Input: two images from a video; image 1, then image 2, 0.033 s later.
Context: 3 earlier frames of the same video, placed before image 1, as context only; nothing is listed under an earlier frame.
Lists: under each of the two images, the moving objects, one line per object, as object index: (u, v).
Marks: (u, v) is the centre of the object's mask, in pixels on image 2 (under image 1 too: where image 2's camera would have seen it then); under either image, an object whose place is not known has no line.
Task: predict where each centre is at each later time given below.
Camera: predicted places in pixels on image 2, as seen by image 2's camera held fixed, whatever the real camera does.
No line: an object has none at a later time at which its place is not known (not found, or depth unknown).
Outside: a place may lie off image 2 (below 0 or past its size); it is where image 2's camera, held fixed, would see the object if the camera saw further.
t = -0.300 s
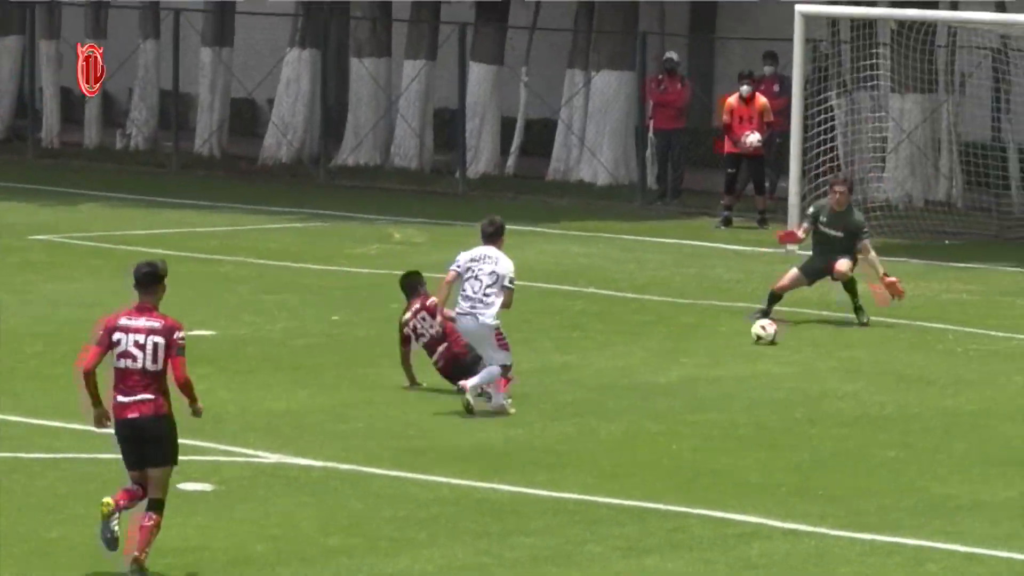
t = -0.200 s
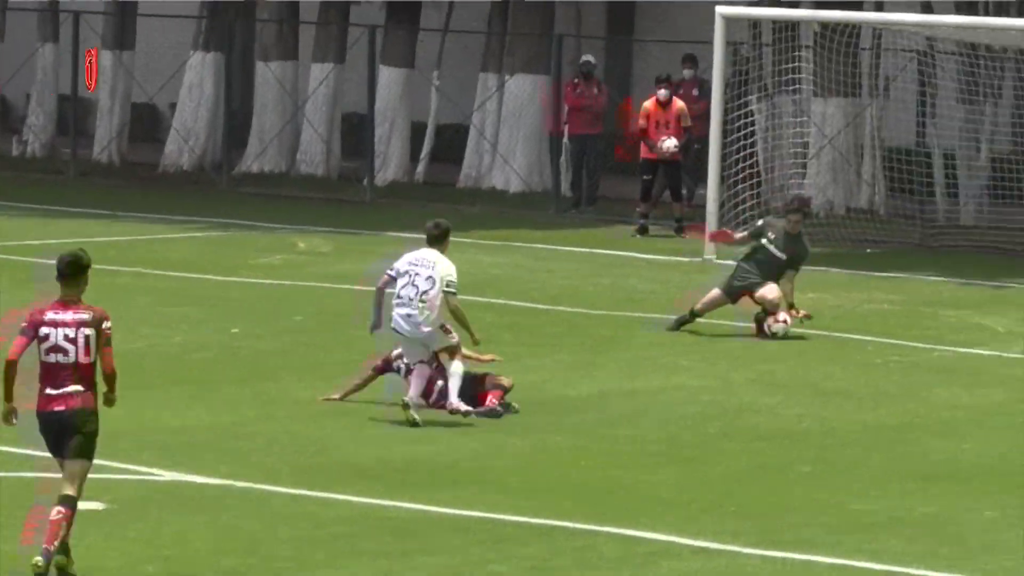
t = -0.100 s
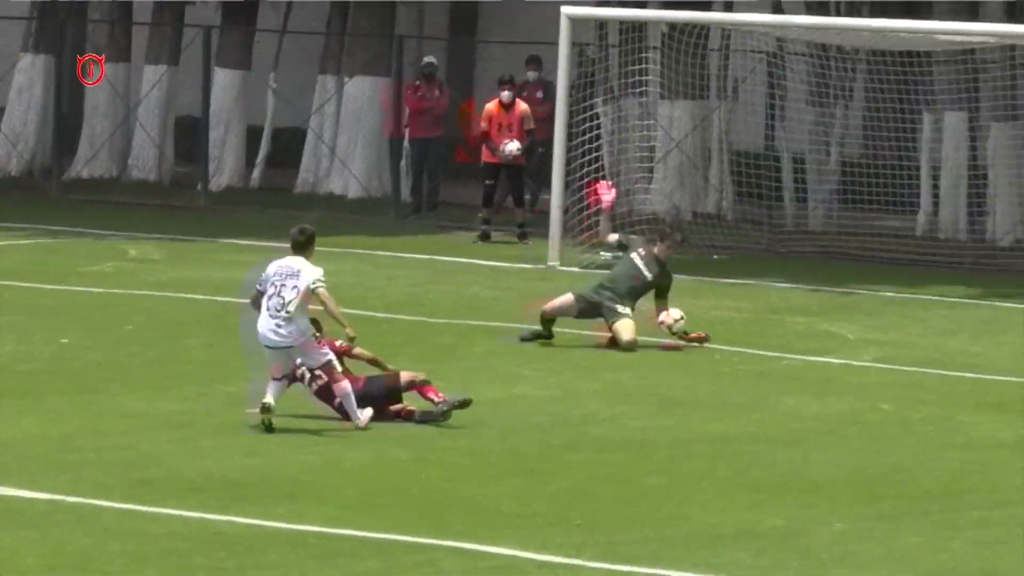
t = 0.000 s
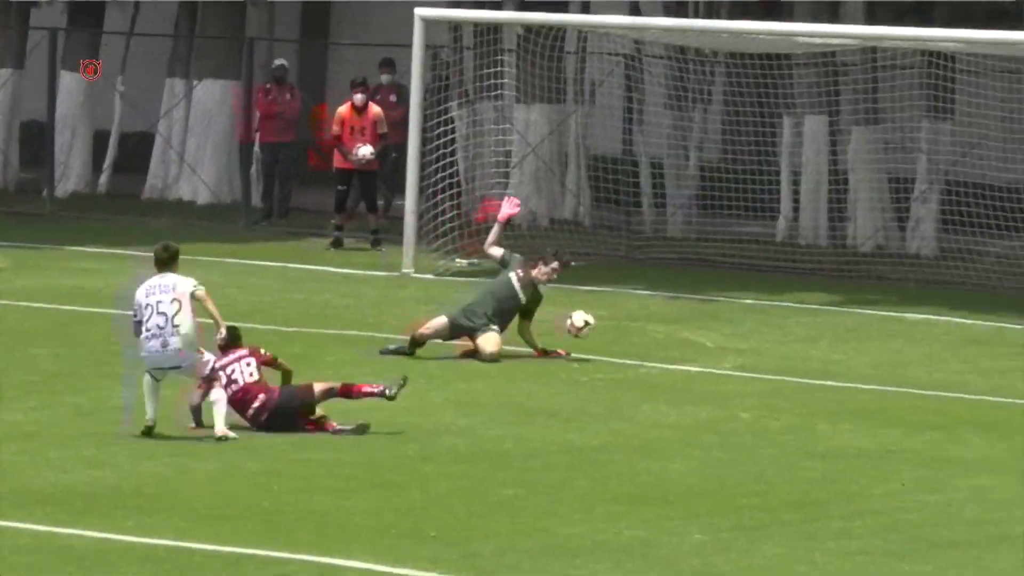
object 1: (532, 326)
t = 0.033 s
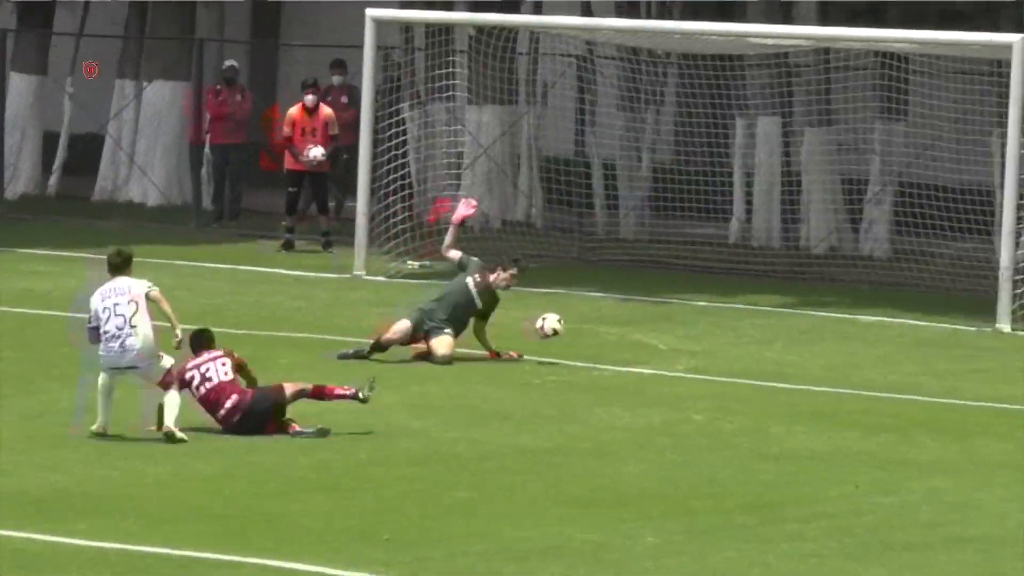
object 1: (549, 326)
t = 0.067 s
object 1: (567, 329)
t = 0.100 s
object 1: (584, 333)
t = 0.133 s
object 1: (601, 338)
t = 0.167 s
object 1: (618, 344)
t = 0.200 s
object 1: (635, 353)
